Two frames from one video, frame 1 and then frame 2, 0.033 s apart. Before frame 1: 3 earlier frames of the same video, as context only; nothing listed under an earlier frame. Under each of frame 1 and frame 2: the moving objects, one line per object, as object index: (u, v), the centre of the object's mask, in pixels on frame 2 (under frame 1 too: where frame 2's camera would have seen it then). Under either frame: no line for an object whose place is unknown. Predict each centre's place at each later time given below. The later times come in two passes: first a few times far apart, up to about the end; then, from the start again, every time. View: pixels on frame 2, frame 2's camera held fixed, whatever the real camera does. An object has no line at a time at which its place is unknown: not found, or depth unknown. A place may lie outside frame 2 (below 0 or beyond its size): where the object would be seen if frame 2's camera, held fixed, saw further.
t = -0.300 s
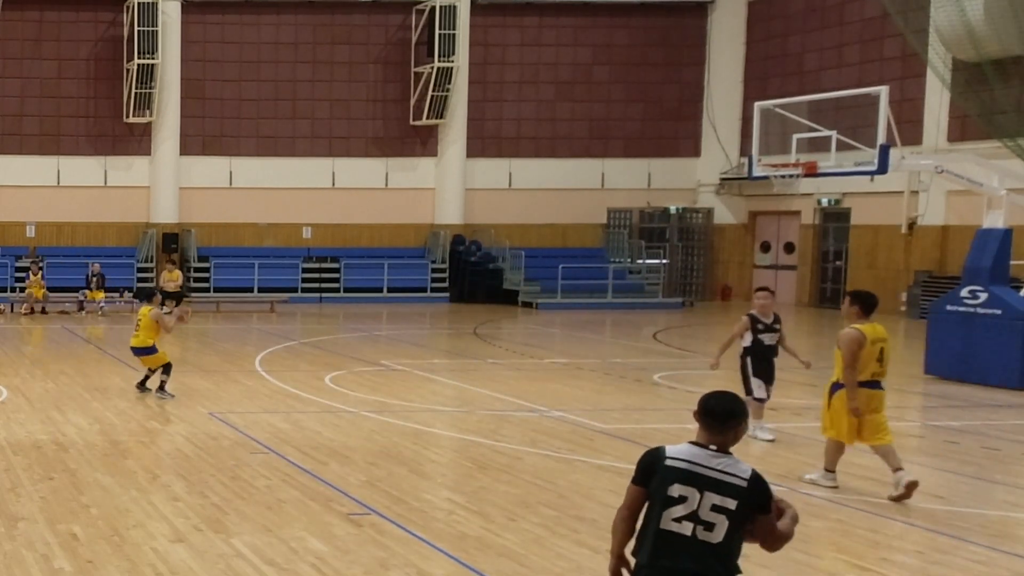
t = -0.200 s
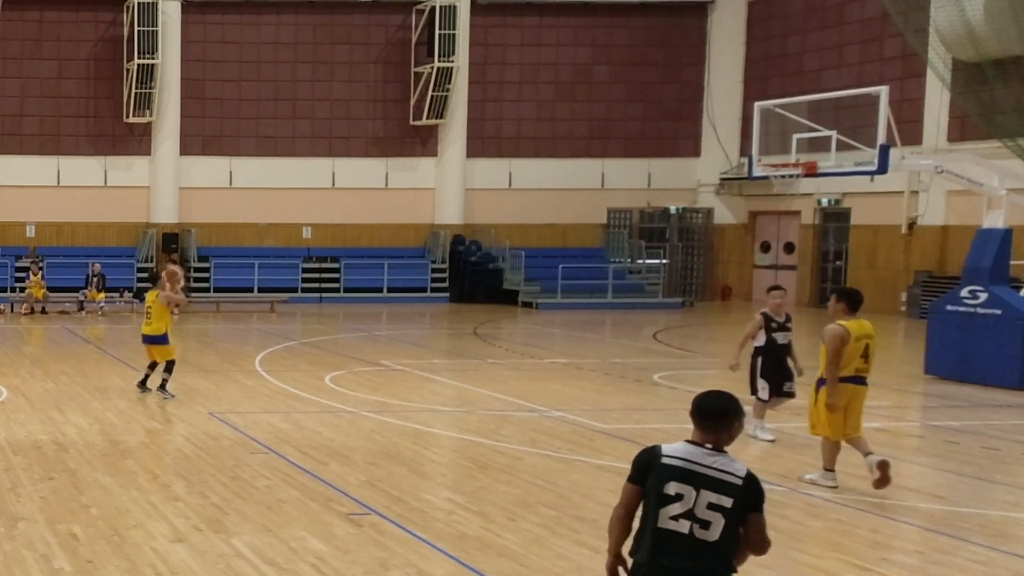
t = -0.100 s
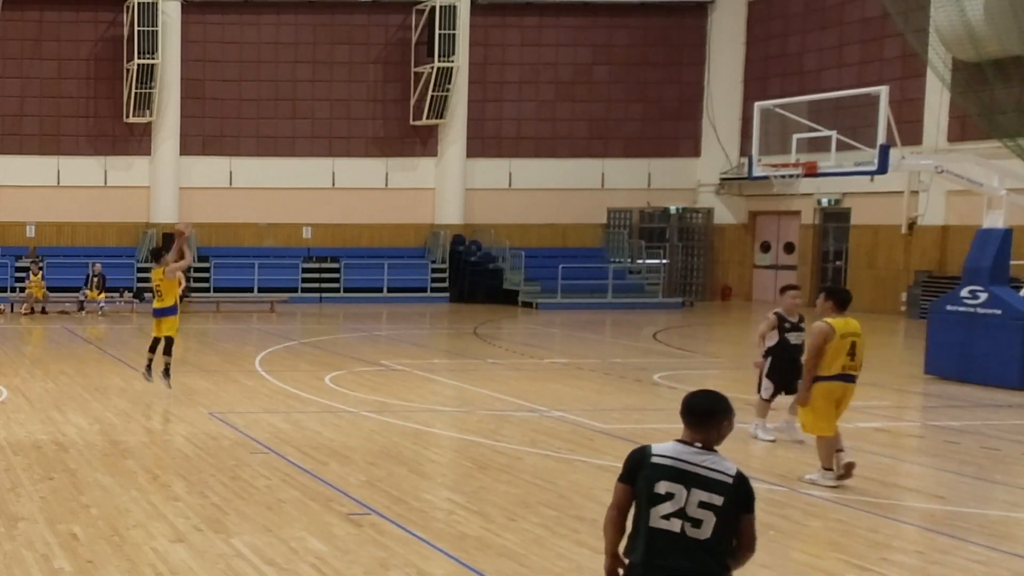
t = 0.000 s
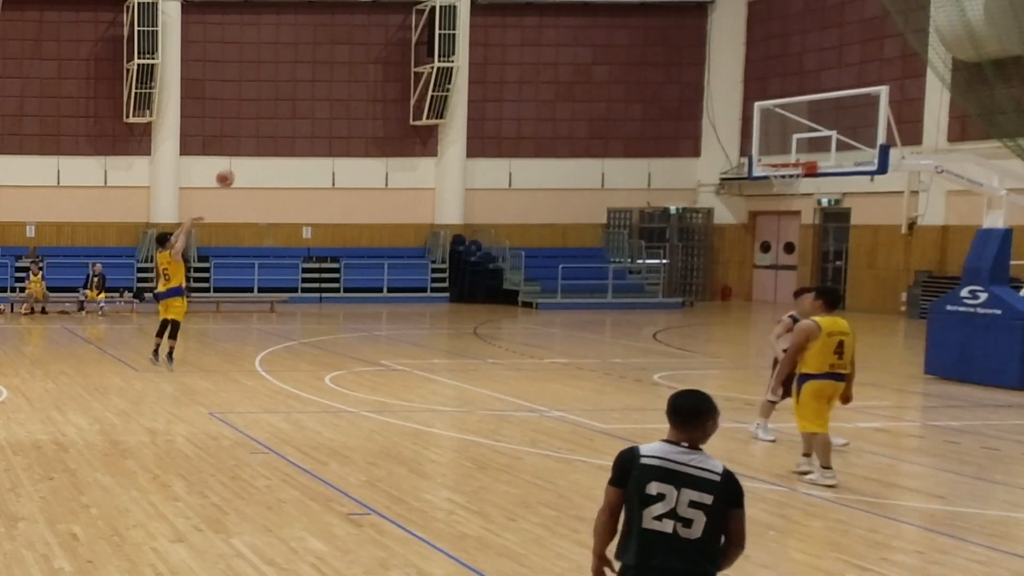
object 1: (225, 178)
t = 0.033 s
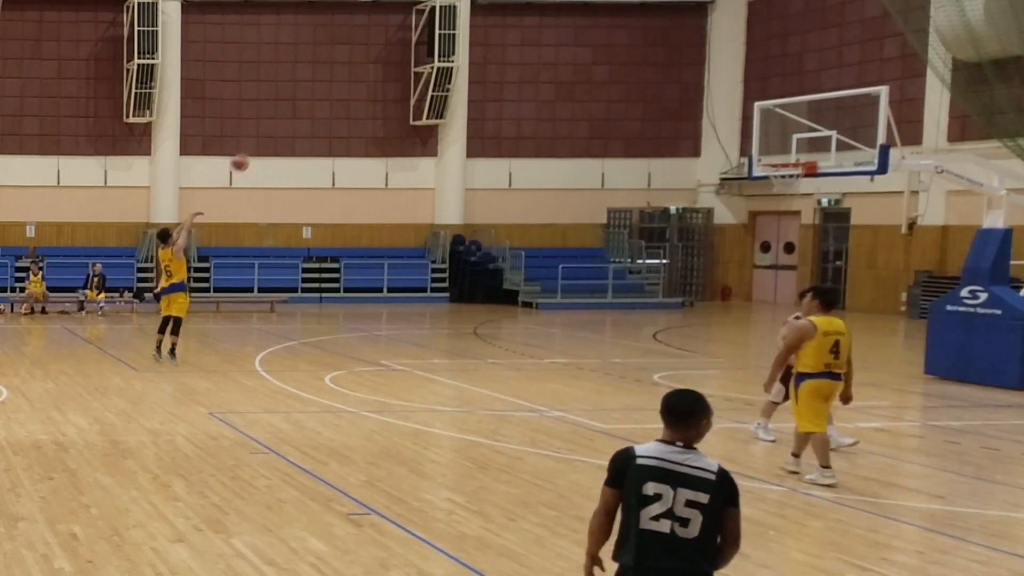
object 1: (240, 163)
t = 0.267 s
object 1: (344, 73)
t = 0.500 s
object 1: (447, 25)
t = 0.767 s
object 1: (560, 17)
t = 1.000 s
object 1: (655, 52)
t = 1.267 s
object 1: (759, 137)
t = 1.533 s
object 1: (781, 172)
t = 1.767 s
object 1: (800, 177)
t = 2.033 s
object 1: (787, 203)
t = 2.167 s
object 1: (775, 230)
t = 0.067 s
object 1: (255, 147)
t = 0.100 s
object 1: (270, 133)
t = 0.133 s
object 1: (285, 119)
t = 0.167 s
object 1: (300, 107)
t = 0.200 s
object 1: (315, 94)
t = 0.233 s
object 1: (328, 83)
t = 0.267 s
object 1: (344, 73)
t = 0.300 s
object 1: (359, 63)
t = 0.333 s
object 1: (374, 55)
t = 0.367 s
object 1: (388, 48)
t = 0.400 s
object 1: (403, 41)
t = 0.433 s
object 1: (417, 35)
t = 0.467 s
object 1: (430, 31)
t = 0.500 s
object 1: (447, 25)
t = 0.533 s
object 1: (461, 22)
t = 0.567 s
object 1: (475, 18)
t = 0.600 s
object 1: (489, 16)
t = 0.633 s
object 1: (504, 15)
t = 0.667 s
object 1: (517, 14)
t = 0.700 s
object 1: (532, 14)
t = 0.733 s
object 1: (546, 15)
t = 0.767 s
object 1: (560, 17)
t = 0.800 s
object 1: (574, 20)
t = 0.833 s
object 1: (587, 23)
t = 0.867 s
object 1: (601, 28)
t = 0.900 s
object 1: (615, 33)
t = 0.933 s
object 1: (628, 39)
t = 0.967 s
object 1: (642, 45)
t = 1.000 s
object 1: (655, 52)
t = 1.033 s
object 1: (668, 60)
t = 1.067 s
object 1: (682, 69)
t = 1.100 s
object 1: (695, 79)
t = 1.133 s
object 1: (708, 89)
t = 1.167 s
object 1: (721, 100)
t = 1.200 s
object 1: (734, 112)
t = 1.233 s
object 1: (746, 125)
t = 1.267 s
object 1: (759, 137)
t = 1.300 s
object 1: (772, 151)
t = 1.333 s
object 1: (781, 159)
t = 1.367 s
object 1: (791, 161)
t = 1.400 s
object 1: (791, 163)
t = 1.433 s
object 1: (784, 165)
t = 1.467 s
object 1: (774, 167)
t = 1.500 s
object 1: (777, 168)
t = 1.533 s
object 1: (781, 172)
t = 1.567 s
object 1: (784, 175)
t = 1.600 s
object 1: (788, 177)
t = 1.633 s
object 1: (790, 179)
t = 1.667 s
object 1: (795, 177)
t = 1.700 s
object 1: (797, 178)
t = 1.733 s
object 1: (799, 177)
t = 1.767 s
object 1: (800, 177)
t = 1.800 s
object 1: (800, 178)
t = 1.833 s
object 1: (801, 179)
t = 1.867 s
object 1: (799, 183)
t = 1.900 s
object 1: (798, 186)
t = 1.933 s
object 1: (796, 189)
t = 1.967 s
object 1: (793, 193)
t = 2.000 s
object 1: (790, 197)
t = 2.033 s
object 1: (787, 203)
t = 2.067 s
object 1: (784, 208)
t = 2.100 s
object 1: (780, 214)
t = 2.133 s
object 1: (777, 222)
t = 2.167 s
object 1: (775, 230)
